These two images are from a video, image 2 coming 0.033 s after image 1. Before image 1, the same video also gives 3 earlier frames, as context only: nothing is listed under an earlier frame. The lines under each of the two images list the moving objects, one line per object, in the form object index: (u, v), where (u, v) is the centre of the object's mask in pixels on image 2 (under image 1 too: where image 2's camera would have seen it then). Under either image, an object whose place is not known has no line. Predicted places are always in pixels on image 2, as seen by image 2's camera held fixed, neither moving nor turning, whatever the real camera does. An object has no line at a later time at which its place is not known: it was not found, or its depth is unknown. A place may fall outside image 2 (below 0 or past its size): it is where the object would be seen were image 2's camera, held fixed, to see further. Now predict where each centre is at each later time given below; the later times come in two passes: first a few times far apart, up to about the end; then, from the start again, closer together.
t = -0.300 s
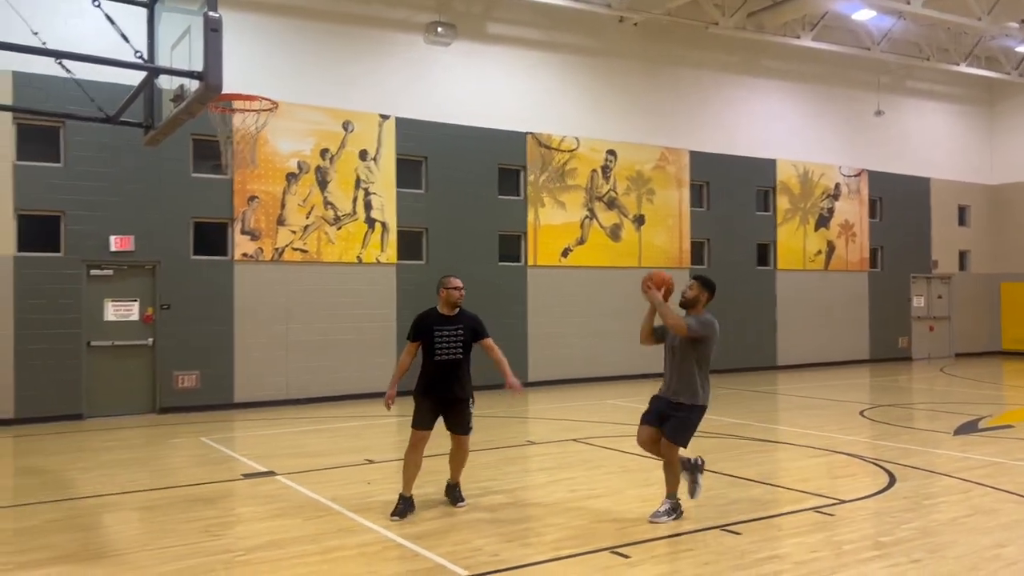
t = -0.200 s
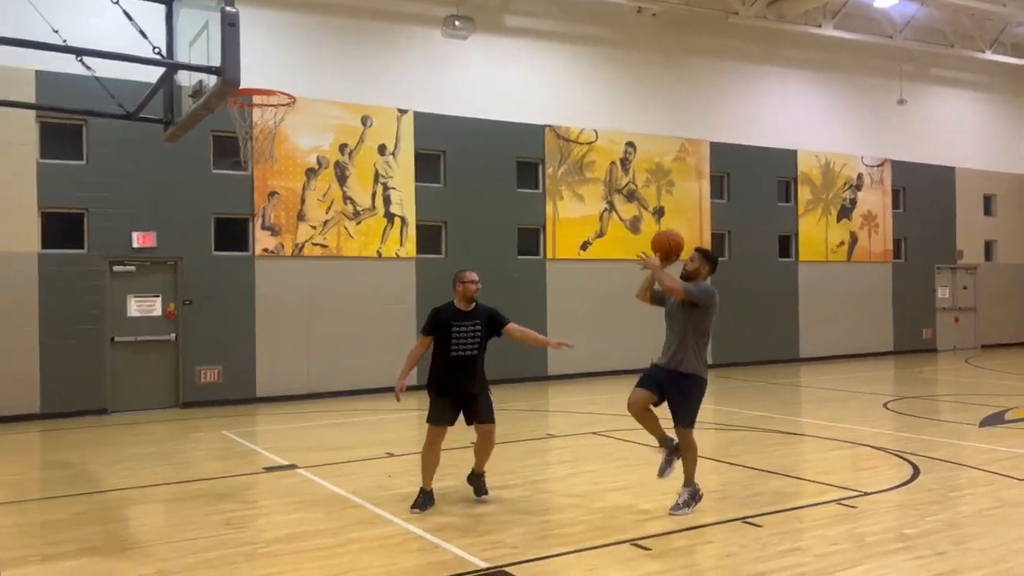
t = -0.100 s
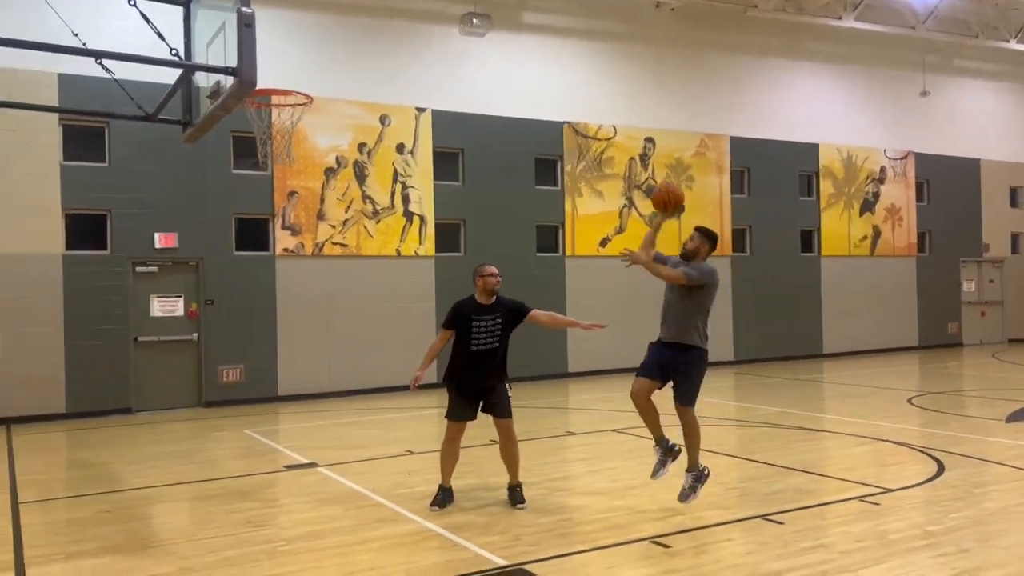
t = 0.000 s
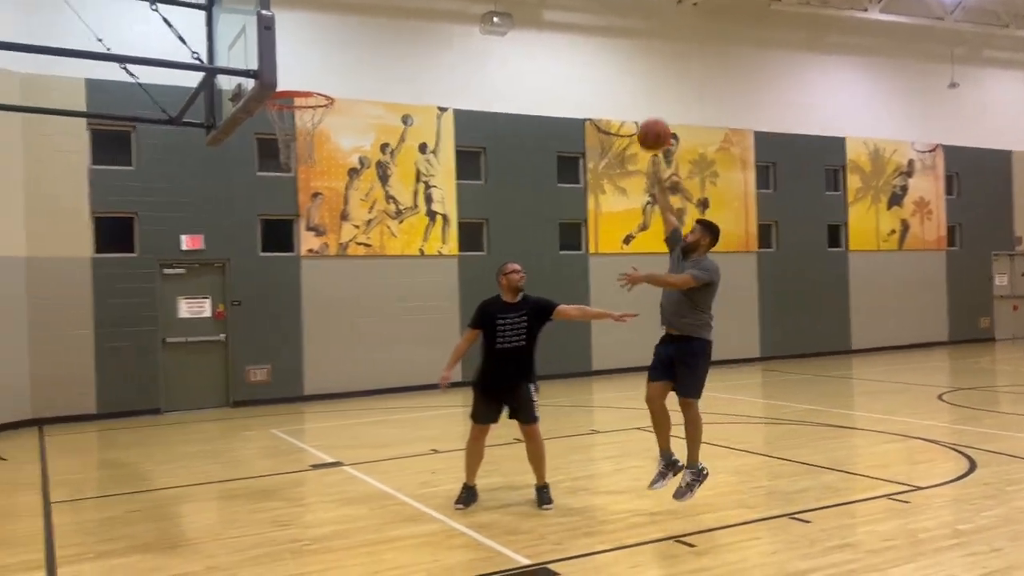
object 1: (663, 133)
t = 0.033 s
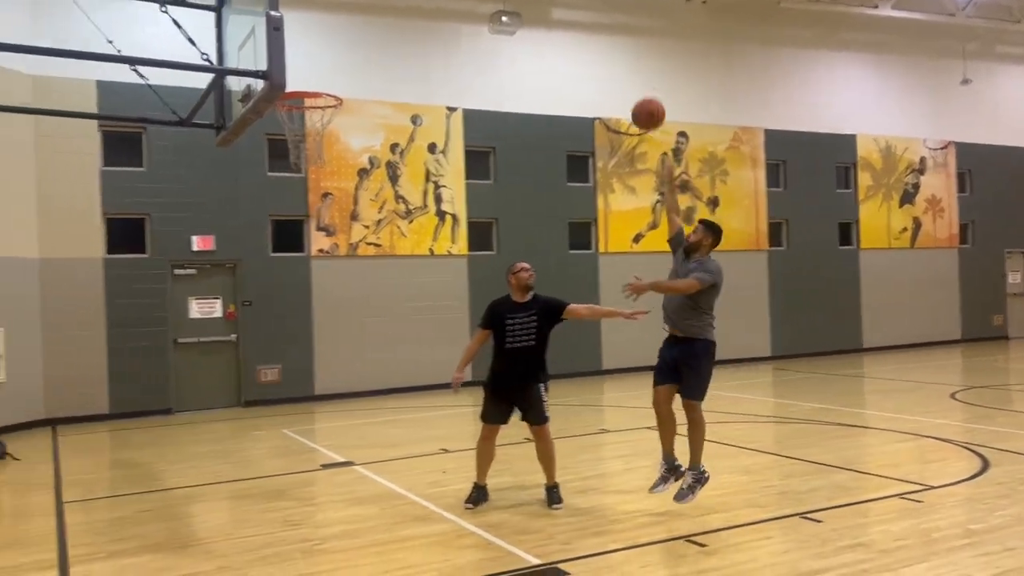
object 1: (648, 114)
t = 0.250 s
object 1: (552, 25)
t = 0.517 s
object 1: (436, 8)
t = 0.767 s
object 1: (332, 63)
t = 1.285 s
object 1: (254, 288)
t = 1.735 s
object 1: (262, 390)
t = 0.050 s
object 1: (641, 105)
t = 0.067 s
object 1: (633, 96)
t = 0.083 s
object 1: (626, 88)
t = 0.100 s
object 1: (618, 80)
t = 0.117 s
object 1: (611, 72)
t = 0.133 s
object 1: (604, 65)
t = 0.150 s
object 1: (596, 58)
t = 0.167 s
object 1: (589, 52)
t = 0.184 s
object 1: (581, 46)
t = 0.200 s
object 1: (574, 40)
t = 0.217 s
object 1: (566, 34)
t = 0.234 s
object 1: (559, 29)
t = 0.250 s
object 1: (552, 25)
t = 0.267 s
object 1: (544, 21)
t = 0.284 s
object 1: (537, 19)
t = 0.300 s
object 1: (530, 17)
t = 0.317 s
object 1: (522, 15)
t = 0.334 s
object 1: (514, 14)
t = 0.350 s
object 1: (507, 12)
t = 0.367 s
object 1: (500, 11)
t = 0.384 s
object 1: (493, 10)
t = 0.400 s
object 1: (487, 10)
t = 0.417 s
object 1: (479, 9)
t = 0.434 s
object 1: (472, 9)
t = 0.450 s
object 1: (465, 8)
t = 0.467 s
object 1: (458, 8)
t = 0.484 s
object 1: (450, 8)
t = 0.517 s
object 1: (436, 8)
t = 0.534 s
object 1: (429, 8)
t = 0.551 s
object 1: (422, 9)
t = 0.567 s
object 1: (415, 9)
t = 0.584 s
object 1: (408, 10)
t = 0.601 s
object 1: (401, 12)
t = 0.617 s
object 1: (395, 14)
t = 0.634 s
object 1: (387, 18)
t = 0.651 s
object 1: (381, 22)
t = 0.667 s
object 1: (374, 27)
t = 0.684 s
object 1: (367, 32)
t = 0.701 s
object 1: (360, 38)
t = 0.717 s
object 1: (352, 43)
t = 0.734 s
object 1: (344, 49)
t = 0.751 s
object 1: (339, 56)
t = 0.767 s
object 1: (332, 63)
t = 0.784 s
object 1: (325, 70)
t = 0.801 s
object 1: (318, 77)
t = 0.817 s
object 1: (309, 81)
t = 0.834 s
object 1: (301, 95)
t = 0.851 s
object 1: (293, 104)
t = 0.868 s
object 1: (286, 115)
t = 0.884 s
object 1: (281, 121)
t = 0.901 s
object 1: (276, 126)
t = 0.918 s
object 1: (273, 133)
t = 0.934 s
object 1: (272, 136)
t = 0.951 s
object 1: (271, 140)
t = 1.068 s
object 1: (266, 176)
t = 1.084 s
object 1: (265, 183)
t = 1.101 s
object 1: (264, 190)
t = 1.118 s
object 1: (263, 197)
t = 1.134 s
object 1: (262, 204)
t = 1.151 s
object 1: (261, 212)
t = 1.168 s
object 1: (260, 221)
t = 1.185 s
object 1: (260, 229)
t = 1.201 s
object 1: (259, 238)
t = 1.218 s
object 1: (256, 247)
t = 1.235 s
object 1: (258, 258)
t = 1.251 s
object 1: (255, 268)
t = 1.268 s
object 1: (253, 277)
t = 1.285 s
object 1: (254, 288)
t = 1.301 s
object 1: (253, 300)
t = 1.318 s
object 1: (253, 311)
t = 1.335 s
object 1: (252, 323)
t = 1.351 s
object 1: (249, 335)
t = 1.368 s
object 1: (249, 347)
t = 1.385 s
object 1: (247, 359)
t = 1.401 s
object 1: (247, 373)
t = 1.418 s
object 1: (248, 387)
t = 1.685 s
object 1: (258, 415)
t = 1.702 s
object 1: (260, 406)
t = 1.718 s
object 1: (261, 397)
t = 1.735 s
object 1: (262, 390)
